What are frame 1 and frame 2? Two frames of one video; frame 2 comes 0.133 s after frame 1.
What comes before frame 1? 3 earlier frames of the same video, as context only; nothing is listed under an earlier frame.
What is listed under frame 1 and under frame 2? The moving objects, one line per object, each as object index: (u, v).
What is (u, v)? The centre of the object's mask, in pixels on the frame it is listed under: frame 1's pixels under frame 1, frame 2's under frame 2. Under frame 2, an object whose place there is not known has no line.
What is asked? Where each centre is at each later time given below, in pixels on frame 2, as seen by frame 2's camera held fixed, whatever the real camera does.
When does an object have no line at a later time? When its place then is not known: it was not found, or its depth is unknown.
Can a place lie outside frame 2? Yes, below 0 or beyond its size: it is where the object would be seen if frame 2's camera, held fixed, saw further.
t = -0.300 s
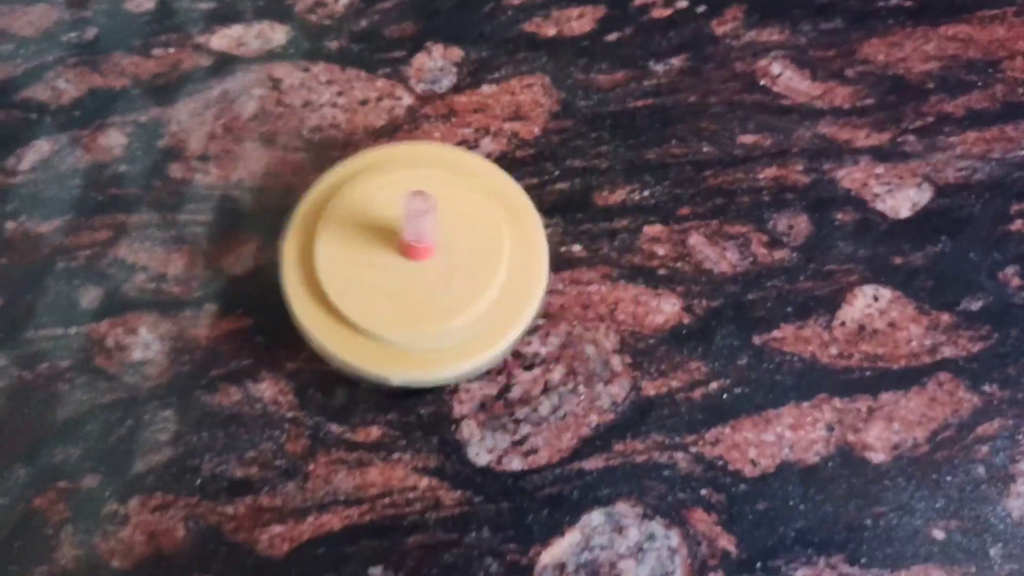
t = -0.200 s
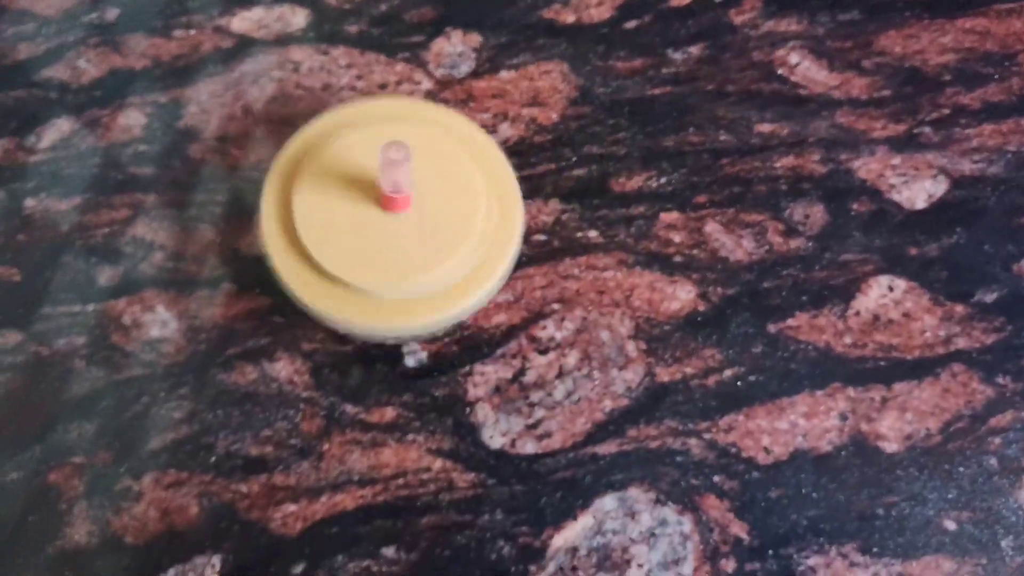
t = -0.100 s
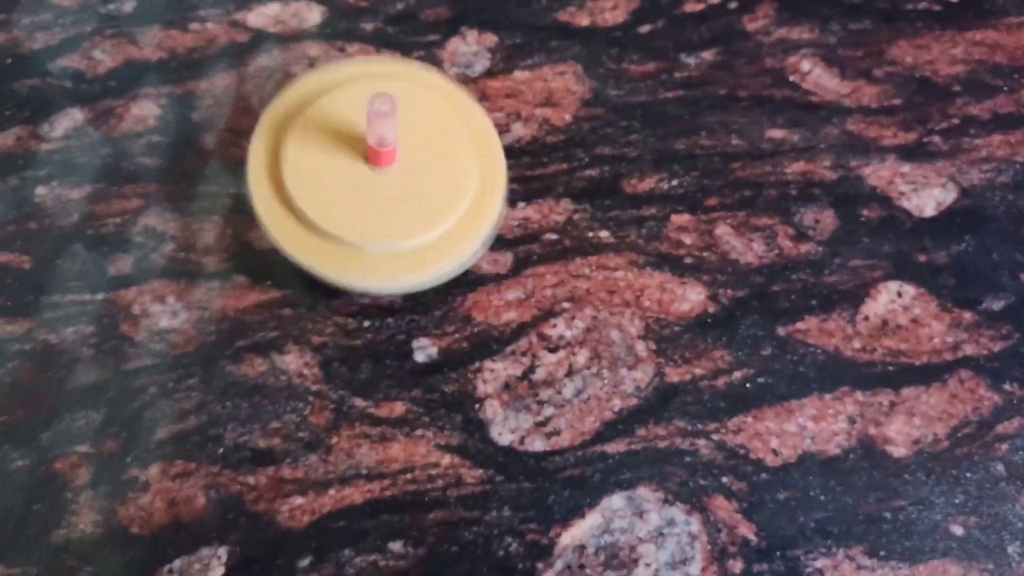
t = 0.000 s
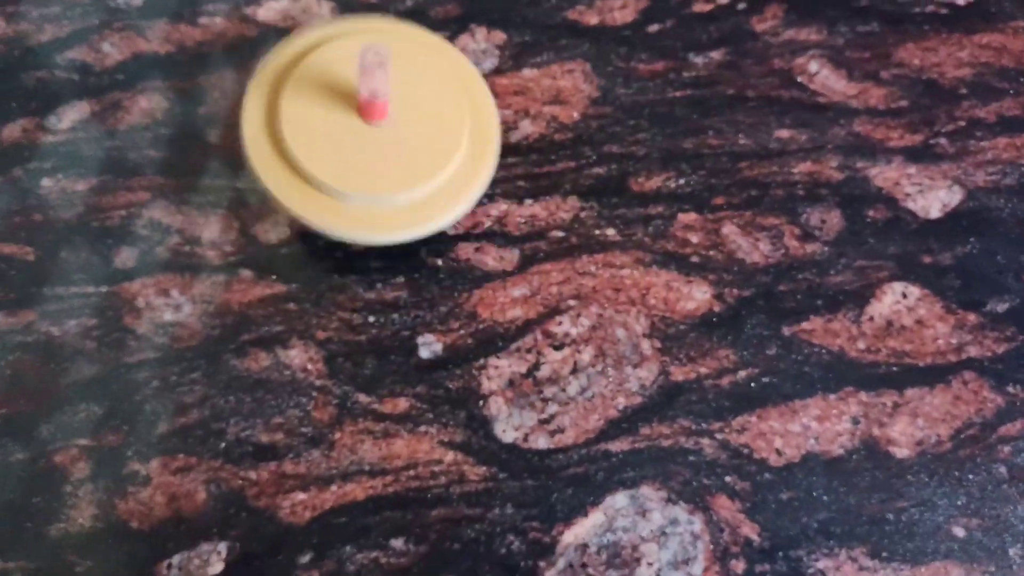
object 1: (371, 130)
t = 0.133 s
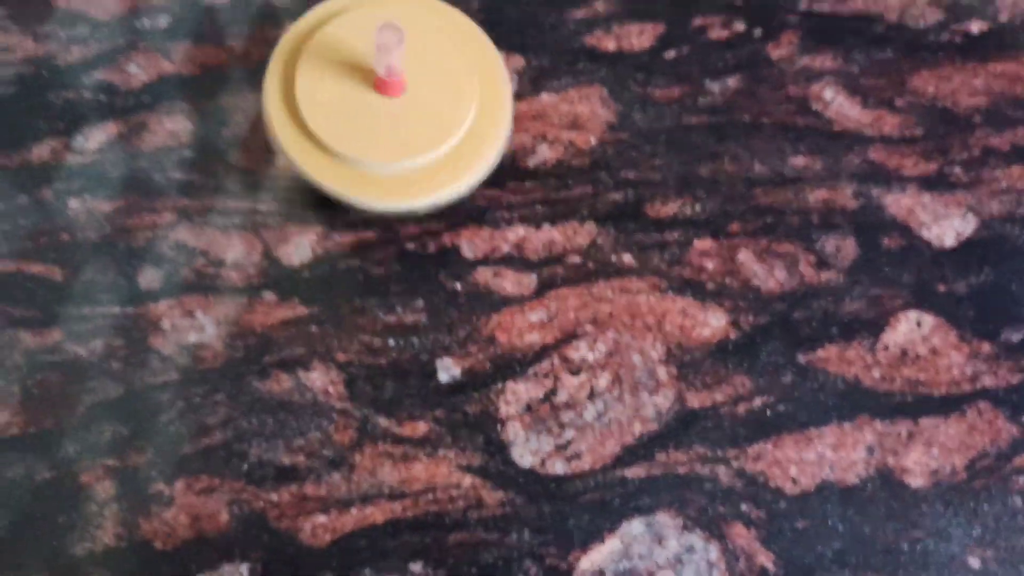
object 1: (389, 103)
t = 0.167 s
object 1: (391, 92)
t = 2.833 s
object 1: (410, 139)
